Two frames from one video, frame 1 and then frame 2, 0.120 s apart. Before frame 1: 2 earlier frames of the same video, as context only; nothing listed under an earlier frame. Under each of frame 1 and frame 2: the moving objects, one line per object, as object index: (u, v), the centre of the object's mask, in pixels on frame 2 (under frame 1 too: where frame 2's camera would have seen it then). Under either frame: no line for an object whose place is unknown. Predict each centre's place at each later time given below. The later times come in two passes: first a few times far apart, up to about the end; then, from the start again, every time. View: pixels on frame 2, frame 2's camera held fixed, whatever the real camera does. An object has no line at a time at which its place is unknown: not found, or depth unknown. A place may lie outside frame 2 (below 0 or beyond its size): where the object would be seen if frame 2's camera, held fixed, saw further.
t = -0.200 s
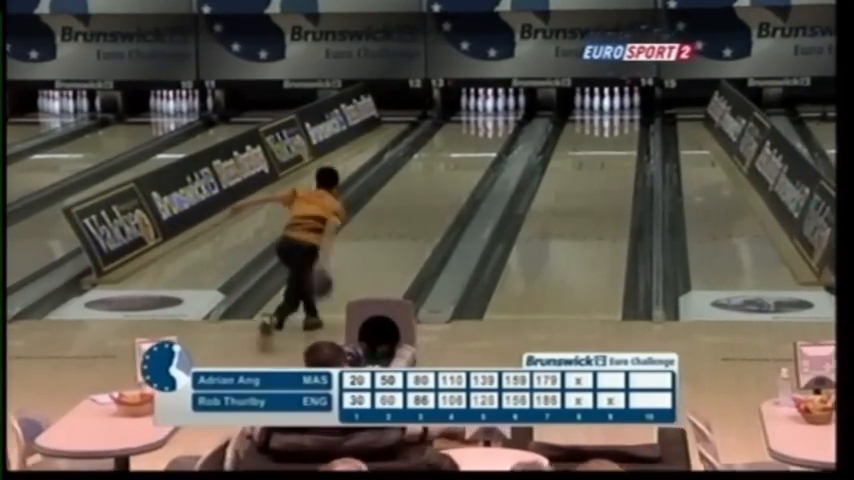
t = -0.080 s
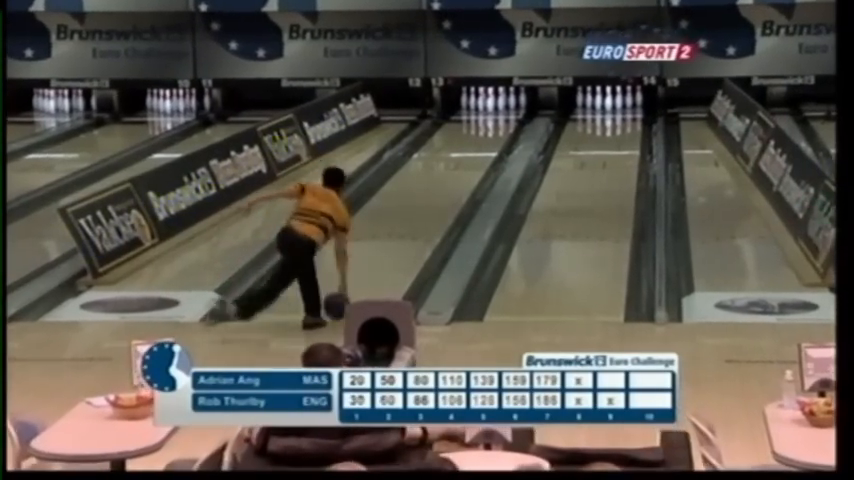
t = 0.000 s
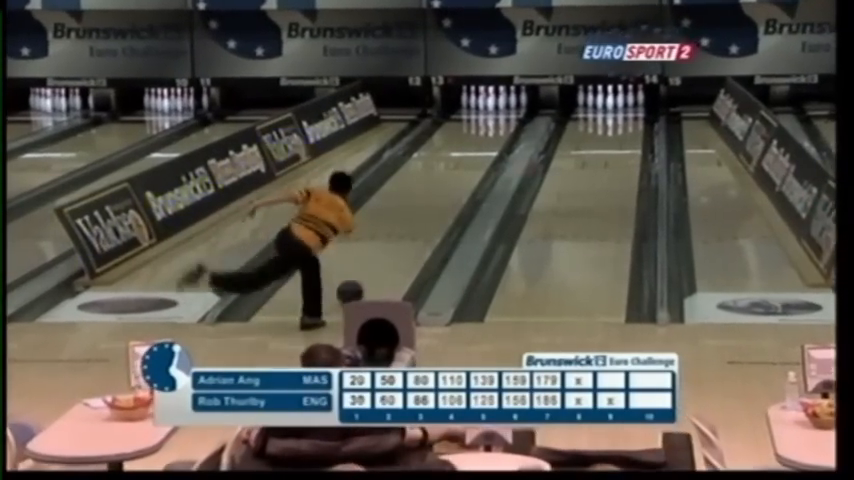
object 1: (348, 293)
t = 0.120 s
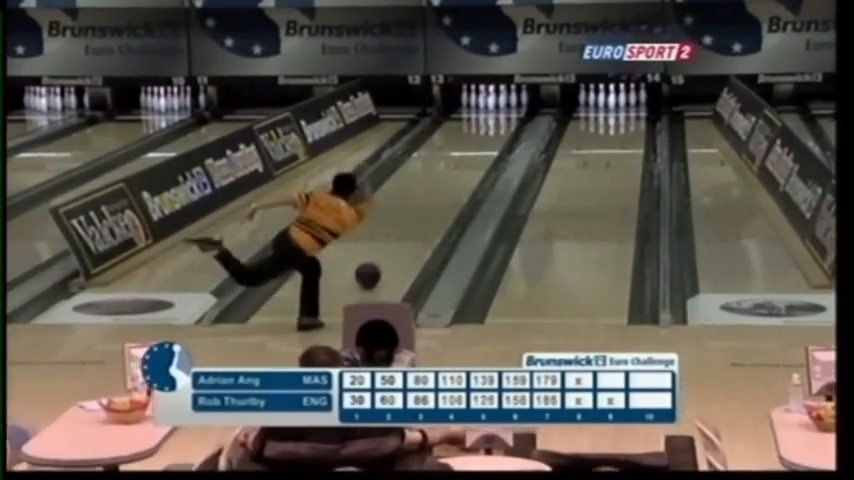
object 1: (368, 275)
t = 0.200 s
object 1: (379, 262)
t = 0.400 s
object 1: (404, 235)
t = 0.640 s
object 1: (433, 209)
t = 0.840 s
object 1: (447, 188)
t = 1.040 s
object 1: (462, 170)
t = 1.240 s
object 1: (475, 154)
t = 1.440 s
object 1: (486, 141)
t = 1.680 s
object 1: (496, 129)
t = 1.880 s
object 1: (499, 119)
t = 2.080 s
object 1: (497, 112)
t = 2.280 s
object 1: (492, 104)
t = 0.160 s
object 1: (373, 269)
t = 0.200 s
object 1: (379, 262)
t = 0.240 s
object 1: (385, 257)
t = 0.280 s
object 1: (390, 251)
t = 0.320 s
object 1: (395, 246)
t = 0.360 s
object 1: (400, 240)
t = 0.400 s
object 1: (404, 235)
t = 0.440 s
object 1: (409, 230)
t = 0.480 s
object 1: (414, 226)
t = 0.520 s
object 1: (418, 221)
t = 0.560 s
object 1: (427, 218)
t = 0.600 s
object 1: (430, 214)
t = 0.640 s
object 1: (433, 209)
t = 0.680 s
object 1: (433, 204)
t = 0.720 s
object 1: (437, 200)
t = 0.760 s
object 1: (440, 196)
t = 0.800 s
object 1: (444, 192)
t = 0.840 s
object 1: (447, 188)
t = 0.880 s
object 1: (450, 184)
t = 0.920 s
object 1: (453, 181)
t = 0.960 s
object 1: (456, 177)
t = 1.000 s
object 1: (459, 174)
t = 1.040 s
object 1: (462, 170)
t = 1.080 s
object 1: (465, 167)
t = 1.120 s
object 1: (468, 163)
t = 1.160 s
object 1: (470, 160)
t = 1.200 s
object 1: (472, 157)
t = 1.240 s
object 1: (475, 154)
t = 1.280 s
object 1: (477, 151)
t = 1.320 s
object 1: (480, 149)
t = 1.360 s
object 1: (482, 146)
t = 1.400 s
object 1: (484, 143)
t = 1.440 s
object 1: (486, 141)
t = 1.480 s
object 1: (488, 139)
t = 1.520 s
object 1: (490, 137)
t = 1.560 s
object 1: (492, 135)
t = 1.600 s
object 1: (494, 133)
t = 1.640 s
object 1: (495, 131)
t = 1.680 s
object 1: (496, 129)
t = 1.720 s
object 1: (498, 126)
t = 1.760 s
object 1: (498, 125)
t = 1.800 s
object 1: (499, 123)
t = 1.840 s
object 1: (499, 121)
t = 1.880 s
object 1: (499, 119)
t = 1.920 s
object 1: (499, 118)
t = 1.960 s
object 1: (499, 117)
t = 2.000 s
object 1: (499, 115)
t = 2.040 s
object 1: (498, 113)
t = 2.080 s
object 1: (497, 112)
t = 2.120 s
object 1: (495, 110)
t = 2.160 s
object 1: (494, 108)
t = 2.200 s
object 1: (493, 107)
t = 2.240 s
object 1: (493, 106)
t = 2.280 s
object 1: (492, 104)
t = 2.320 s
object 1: (491, 103)
